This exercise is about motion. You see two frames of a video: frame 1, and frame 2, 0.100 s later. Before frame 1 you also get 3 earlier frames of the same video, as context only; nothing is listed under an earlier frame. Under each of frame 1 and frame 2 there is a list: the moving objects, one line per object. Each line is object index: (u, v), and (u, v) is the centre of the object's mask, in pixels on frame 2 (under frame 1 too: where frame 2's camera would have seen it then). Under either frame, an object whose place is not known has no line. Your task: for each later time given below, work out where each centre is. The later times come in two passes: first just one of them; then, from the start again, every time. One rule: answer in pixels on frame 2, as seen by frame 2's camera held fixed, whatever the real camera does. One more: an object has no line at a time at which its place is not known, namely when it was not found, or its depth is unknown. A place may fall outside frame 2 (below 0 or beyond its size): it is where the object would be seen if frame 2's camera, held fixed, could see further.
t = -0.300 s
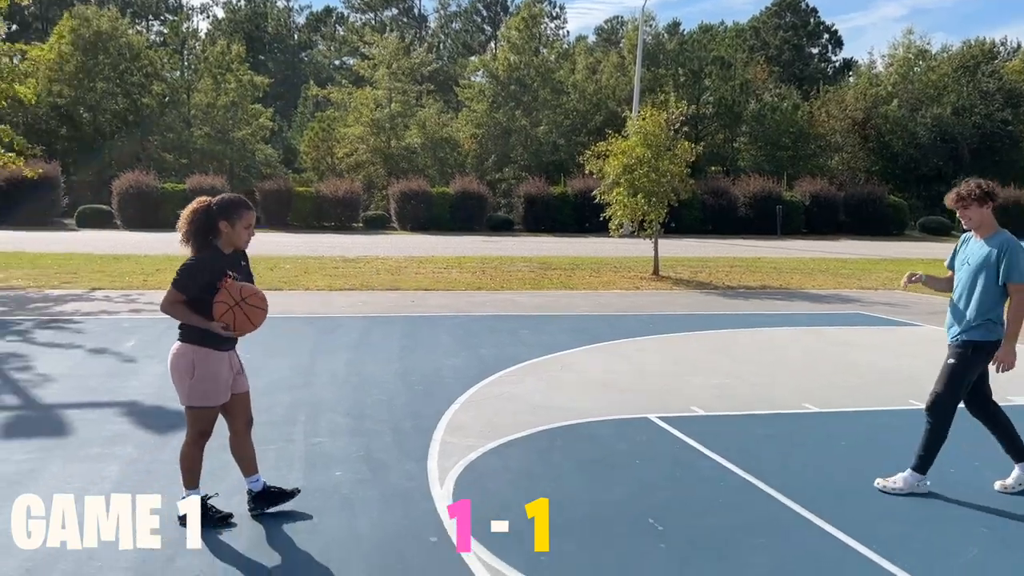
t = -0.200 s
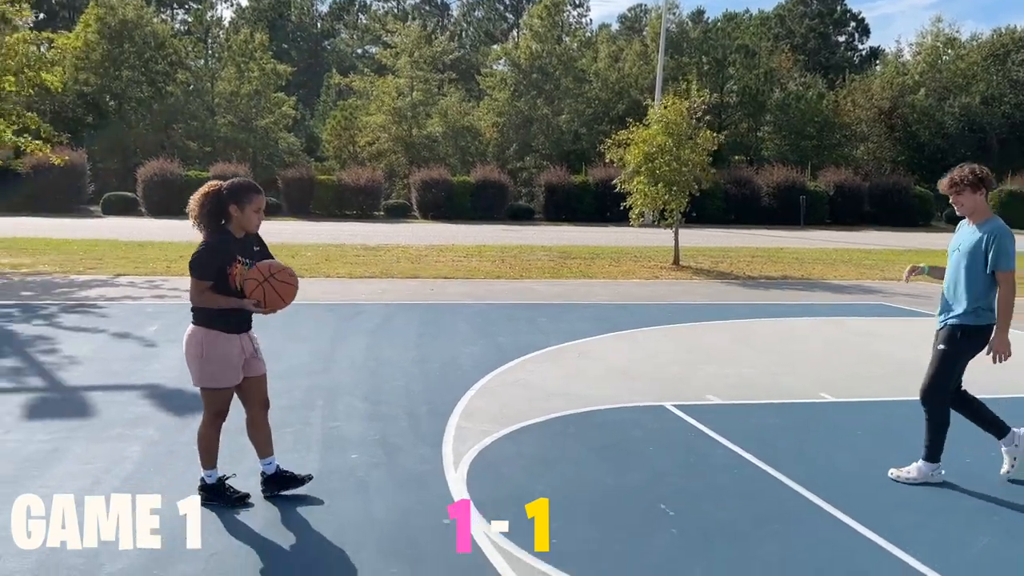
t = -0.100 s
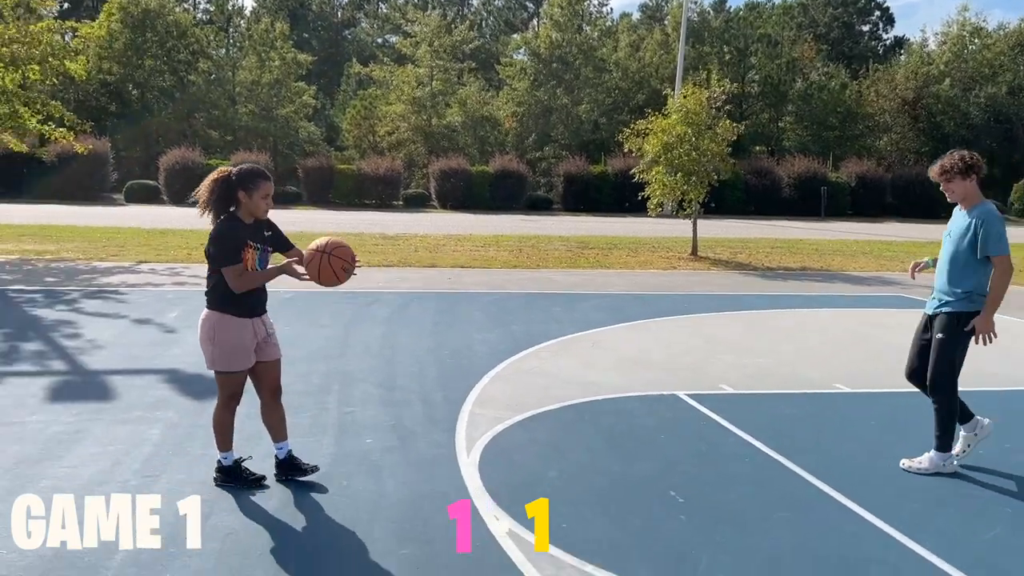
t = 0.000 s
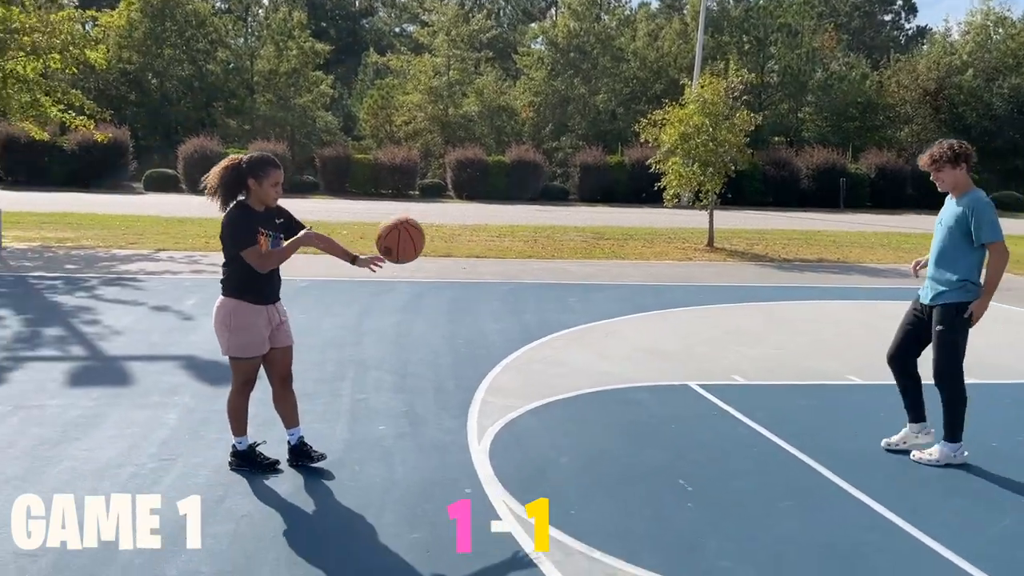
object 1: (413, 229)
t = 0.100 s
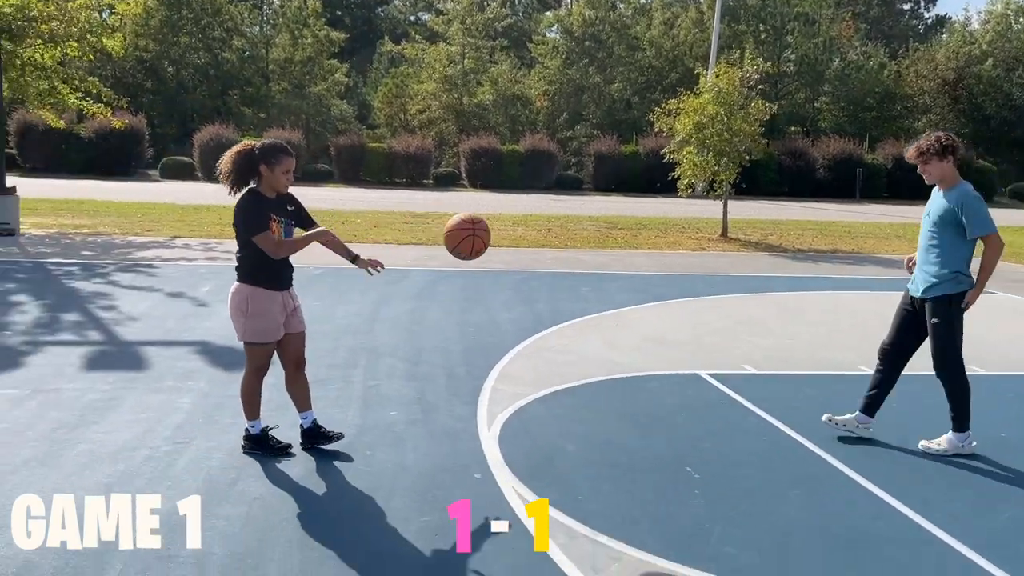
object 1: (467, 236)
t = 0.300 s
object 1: (564, 311)
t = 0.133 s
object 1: (484, 244)
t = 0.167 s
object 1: (501, 254)
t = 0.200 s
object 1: (518, 266)
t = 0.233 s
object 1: (533, 279)
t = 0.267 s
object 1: (549, 295)
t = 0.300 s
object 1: (564, 311)
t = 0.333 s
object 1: (579, 330)
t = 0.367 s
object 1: (594, 351)
